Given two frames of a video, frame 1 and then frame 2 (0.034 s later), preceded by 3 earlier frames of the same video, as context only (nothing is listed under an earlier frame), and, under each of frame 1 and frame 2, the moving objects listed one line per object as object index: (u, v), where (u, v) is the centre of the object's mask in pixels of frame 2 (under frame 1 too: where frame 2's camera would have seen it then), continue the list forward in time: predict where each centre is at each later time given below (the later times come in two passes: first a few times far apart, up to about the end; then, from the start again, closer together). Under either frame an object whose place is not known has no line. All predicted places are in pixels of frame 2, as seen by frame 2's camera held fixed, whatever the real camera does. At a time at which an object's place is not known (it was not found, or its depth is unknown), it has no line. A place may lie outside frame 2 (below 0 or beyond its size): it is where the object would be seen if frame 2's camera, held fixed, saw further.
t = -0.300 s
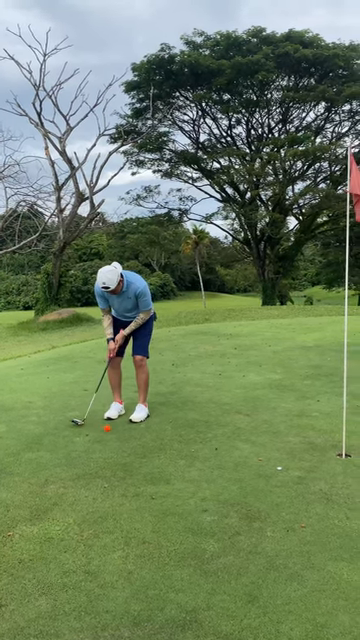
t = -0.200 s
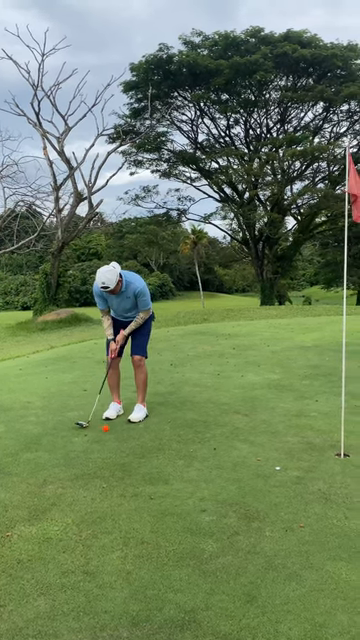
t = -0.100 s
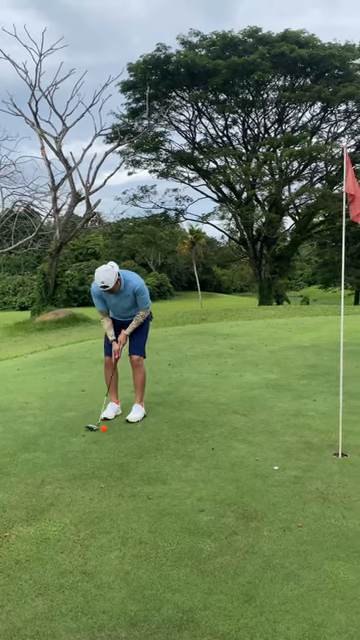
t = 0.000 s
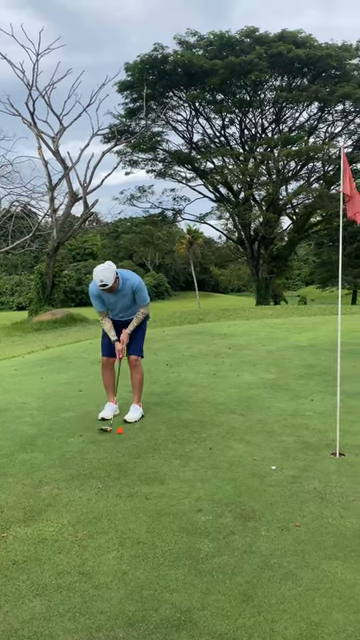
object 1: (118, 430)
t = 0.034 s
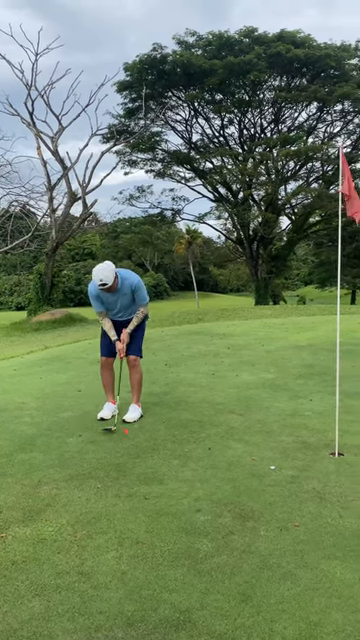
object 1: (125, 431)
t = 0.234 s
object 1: (166, 436)
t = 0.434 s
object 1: (203, 439)
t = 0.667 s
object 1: (241, 442)
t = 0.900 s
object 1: (270, 444)
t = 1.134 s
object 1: (293, 447)
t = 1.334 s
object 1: (309, 448)
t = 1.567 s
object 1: (320, 448)
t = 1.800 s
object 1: (323, 448)
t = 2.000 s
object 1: (323, 448)
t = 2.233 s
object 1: (323, 449)
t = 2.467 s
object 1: (323, 449)
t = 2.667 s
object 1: (323, 449)
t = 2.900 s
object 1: (323, 449)
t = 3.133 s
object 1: (323, 449)
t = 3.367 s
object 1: (323, 448)
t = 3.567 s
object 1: (323, 448)
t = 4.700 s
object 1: (324, 447)
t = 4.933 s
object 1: (323, 448)
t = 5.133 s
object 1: (323, 448)
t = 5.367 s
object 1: (323, 447)
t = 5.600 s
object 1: (323, 448)
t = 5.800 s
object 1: (323, 448)
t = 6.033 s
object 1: (323, 448)
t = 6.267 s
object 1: (323, 448)
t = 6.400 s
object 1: (323, 448)
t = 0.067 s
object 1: (135, 432)
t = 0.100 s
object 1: (142, 435)
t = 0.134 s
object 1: (150, 434)
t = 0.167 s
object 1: (157, 435)
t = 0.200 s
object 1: (162, 435)
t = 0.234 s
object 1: (166, 436)
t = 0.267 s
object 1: (174, 436)
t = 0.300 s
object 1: (181, 436)
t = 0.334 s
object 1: (187, 437)
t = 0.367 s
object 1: (191, 438)
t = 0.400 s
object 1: (199, 438)
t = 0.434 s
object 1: (203, 439)
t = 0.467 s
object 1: (211, 440)
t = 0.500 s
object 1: (214, 439)
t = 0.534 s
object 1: (220, 440)
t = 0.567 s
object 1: (225, 440)
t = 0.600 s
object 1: (230, 441)
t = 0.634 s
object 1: (236, 441)
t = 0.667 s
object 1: (241, 442)
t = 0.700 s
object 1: (245, 442)
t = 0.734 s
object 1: (250, 443)
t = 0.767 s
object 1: (254, 443)
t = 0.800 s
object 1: (259, 444)
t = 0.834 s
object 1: (261, 444)
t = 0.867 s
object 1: (267, 444)
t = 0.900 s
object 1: (270, 444)
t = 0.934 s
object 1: (275, 445)
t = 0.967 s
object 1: (279, 445)
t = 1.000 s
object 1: (282, 446)
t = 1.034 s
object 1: (285, 445)
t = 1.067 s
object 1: (288, 446)
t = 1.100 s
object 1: (291, 446)
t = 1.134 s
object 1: (293, 447)
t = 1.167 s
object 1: (297, 447)
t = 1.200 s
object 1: (299, 448)
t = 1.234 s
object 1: (302, 448)
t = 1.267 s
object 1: (305, 448)
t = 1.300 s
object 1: (307, 448)
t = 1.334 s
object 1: (309, 448)
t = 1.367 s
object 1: (310, 448)
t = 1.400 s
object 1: (311, 448)
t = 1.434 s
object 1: (314, 448)
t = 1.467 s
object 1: (316, 448)
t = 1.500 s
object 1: (318, 448)
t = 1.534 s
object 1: (319, 448)
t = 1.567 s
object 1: (320, 448)
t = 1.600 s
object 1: (320, 448)
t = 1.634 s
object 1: (321, 448)
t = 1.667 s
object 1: (321, 448)
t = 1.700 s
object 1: (321, 448)
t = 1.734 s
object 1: (322, 448)
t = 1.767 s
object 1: (322, 448)
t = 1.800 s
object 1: (323, 448)
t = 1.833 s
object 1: (323, 448)
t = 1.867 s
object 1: (323, 448)
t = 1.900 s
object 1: (323, 448)
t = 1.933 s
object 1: (323, 448)
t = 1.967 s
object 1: (323, 449)
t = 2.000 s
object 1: (323, 448)
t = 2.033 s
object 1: (322, 448)
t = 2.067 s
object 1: (323, 448)
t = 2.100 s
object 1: (323, 448)
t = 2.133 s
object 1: (323, 448)
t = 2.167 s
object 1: (323, 448)
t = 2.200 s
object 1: (323, 449)
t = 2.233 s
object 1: (323, 449)
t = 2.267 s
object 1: (323, 449)
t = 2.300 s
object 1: (323, 449)
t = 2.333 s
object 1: (323, 448)
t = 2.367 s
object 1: (323, 449)
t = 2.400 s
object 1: (323, 449)
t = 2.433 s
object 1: (323, 449)
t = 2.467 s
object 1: (323, 449)
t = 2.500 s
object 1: (323, 448)
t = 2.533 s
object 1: (323, 448)
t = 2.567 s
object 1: (323, 448)
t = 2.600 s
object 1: (323, 448)
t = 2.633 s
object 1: (323, 449)
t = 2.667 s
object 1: (323, 449)
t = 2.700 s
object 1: (323, 449)
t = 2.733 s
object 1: (323, 449)
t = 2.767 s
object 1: (323, 449)
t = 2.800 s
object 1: (323, 449)
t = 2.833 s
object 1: (323, 449)
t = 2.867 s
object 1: (323, 449)
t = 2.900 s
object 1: (323, 449)
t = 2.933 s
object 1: (323, 449)
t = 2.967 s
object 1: (323, 449)
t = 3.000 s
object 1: (323, 449)
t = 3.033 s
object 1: (323, 449)
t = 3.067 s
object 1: (323, 449)
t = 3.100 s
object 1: (323, 449)
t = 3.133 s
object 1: (323, 449)
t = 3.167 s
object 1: (323, 449)
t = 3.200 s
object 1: (323, 448)
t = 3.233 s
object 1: (323, 448)
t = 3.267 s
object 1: (323, 448)
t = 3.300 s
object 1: (323, 448)
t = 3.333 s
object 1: (323, 448)
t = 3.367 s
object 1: (323, 448)
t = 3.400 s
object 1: (323, 448)
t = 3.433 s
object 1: (323, 448)
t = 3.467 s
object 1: (323, 447)
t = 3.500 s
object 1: (323, 448)
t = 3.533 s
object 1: (323, 448)
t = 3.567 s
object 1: (323, 448)
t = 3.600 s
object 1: (323, 448)
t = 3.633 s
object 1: (324, 448)
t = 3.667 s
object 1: (323, 448)
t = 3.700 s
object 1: (323, 448)
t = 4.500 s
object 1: (323, 448)
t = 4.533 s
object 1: (323, 448)
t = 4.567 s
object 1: (323, 448)
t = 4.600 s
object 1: (323, 447)
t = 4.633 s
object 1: (323, 448)
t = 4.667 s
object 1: (323, 447)
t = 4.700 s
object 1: (324, 447)
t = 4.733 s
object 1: (323, 447)
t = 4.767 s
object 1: (323, 448)
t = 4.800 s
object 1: (323, 447)
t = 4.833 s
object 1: (323, 448)
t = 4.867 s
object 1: (323, 448)
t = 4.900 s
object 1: (323, 448)
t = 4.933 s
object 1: (323, 448)
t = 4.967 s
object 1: (323, 448)
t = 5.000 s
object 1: (323, 448)
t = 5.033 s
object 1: (323, 448)
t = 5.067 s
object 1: (323, 448)
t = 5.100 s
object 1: (323, 447)
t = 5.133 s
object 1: (323, 448)
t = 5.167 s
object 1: (323, 448)
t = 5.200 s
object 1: (323, 448)
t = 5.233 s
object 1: (323, 448)
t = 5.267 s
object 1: (323, 448)
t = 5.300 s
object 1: (323, 447)
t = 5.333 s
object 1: (323, 447)
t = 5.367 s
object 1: (323, 447)
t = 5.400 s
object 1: (323, 448)
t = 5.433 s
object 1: (323, 447)
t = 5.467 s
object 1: (323, 448)
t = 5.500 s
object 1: (323, 448)
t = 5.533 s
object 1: (323, 448)
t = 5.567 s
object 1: (323, 448)
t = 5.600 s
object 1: (323, 448)
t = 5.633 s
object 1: (323, 448)
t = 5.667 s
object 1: (323, 448)
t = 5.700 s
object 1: (323, 448)
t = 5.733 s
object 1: (323, 448)
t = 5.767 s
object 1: (323, 448)
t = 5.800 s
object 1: (323, 448)
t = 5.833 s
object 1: (323, 448)
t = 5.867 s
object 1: (323, 448)
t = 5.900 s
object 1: (323, 447)
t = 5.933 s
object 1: (323, 447)
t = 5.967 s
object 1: (323, 448)
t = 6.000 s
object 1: (323, 448)
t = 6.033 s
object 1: (323, 448)
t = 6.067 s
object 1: (323, 448)
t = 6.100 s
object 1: (323, 448)
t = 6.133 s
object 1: (323, 448)
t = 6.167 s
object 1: (323, 448)
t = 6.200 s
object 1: (323, 448)
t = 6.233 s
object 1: (323, 448)
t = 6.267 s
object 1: (323, 448)
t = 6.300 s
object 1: (323, 448)
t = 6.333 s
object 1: (323, 448)
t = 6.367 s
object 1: (323, 448)
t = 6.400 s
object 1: (323, 448)
